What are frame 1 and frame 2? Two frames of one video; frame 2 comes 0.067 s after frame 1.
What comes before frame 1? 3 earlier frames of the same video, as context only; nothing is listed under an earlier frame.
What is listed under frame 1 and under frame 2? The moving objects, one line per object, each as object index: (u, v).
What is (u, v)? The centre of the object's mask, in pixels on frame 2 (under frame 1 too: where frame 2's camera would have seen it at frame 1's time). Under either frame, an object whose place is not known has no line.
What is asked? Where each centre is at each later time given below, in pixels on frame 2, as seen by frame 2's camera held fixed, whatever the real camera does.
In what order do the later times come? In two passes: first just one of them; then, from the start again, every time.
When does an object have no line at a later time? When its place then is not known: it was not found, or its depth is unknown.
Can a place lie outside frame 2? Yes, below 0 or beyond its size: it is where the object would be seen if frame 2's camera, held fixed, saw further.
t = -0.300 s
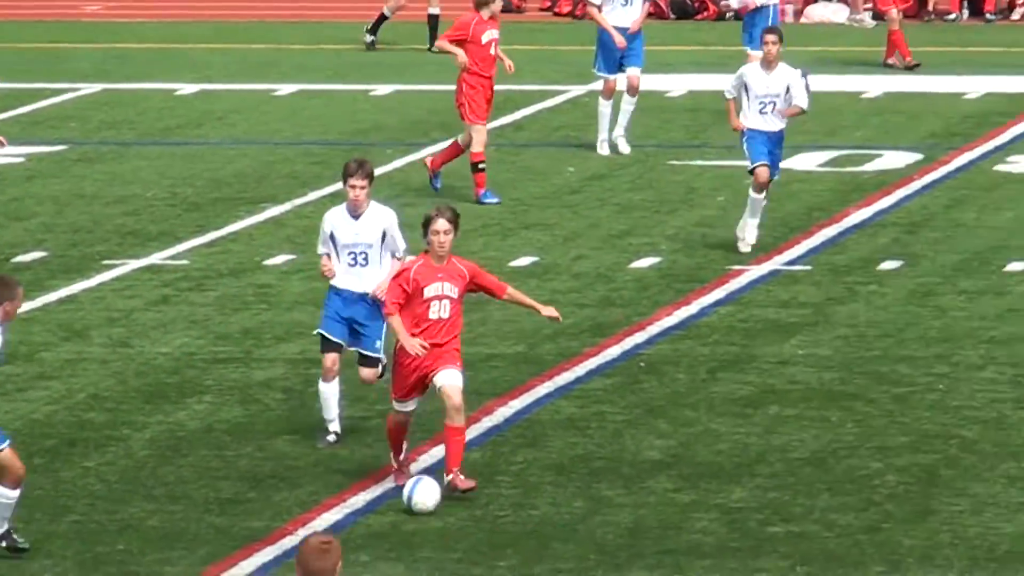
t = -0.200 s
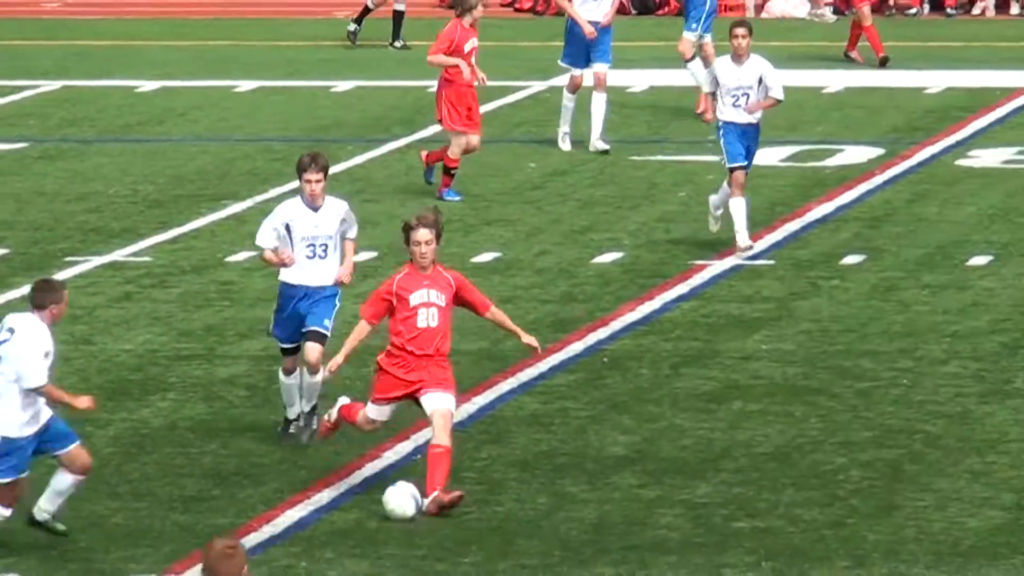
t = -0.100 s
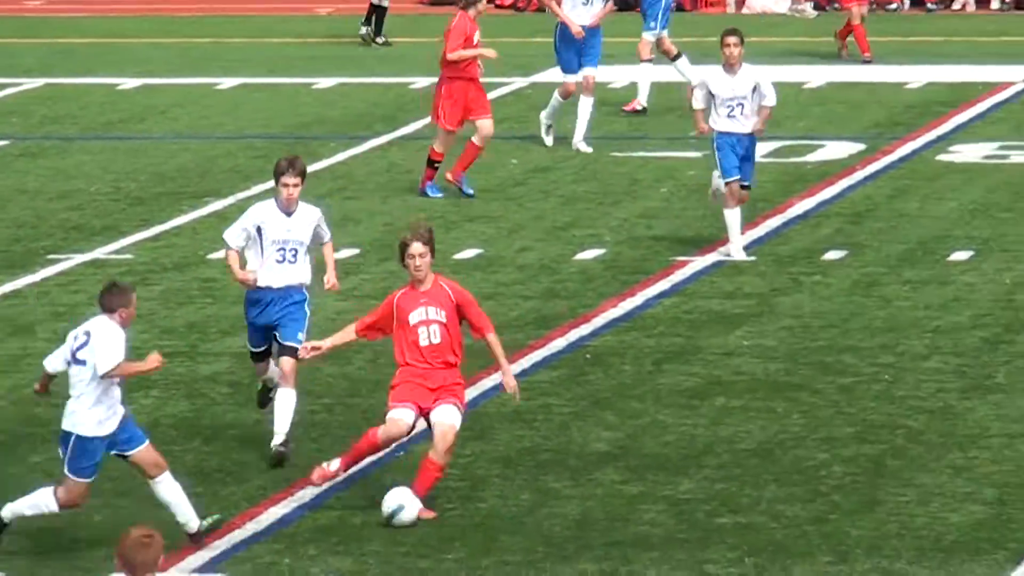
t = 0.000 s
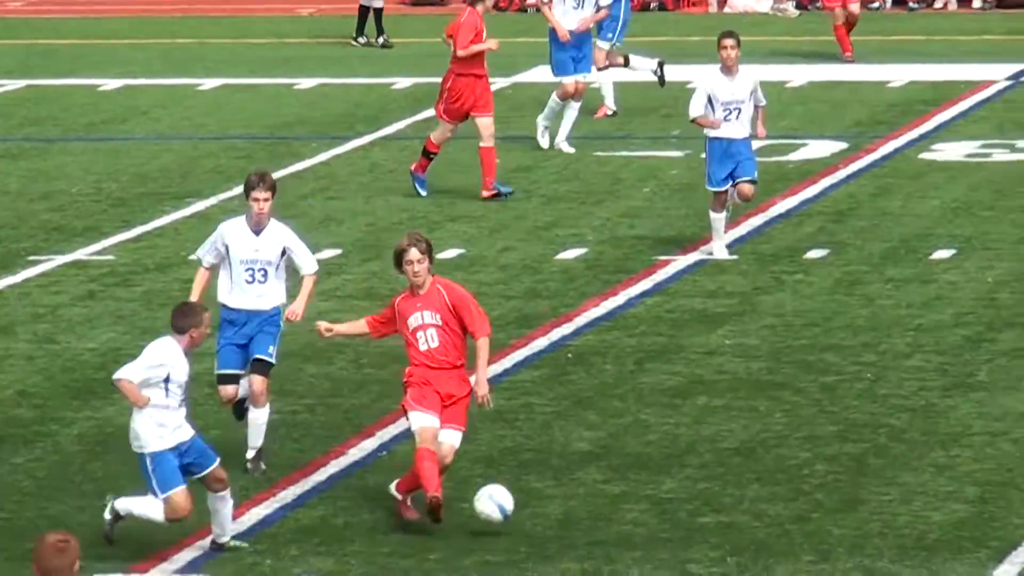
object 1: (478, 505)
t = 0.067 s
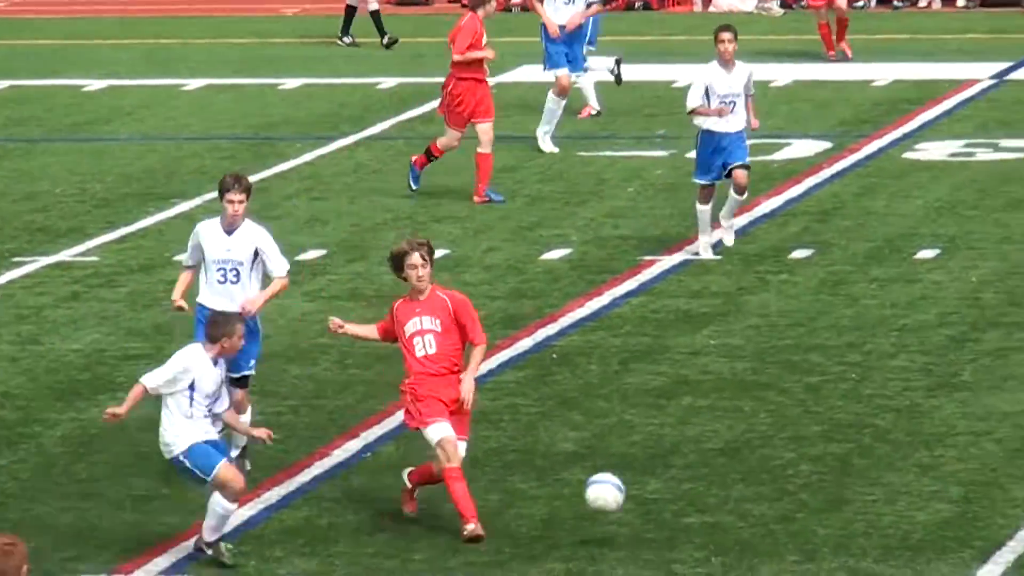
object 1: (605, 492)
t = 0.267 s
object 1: (989, 521)
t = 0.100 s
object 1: (667, 491)
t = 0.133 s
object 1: (731, 491)
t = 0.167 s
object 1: (795, 494)
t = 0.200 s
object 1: (859, 500)
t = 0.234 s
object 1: (926, 510)
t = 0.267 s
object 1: (989, 521)
